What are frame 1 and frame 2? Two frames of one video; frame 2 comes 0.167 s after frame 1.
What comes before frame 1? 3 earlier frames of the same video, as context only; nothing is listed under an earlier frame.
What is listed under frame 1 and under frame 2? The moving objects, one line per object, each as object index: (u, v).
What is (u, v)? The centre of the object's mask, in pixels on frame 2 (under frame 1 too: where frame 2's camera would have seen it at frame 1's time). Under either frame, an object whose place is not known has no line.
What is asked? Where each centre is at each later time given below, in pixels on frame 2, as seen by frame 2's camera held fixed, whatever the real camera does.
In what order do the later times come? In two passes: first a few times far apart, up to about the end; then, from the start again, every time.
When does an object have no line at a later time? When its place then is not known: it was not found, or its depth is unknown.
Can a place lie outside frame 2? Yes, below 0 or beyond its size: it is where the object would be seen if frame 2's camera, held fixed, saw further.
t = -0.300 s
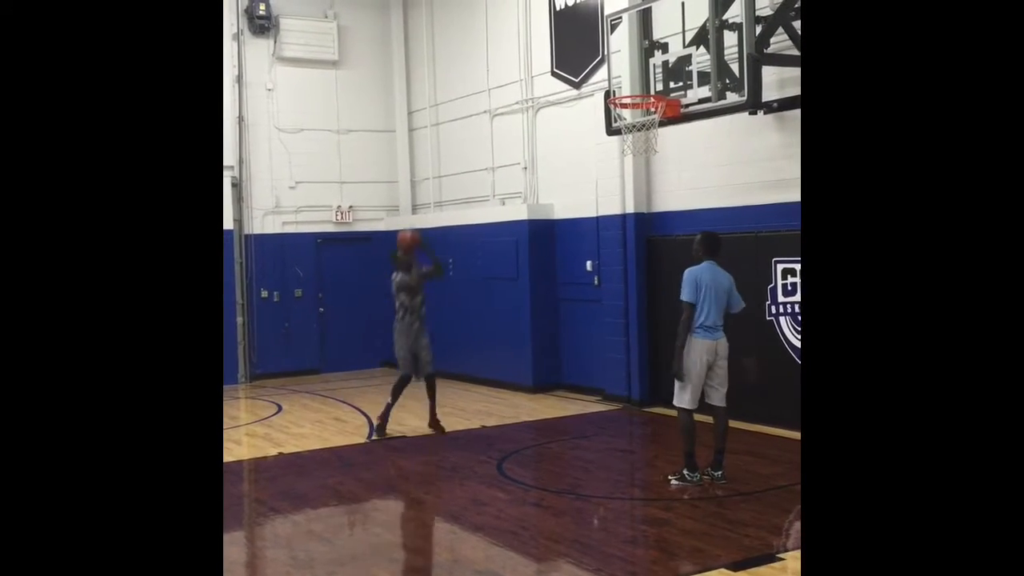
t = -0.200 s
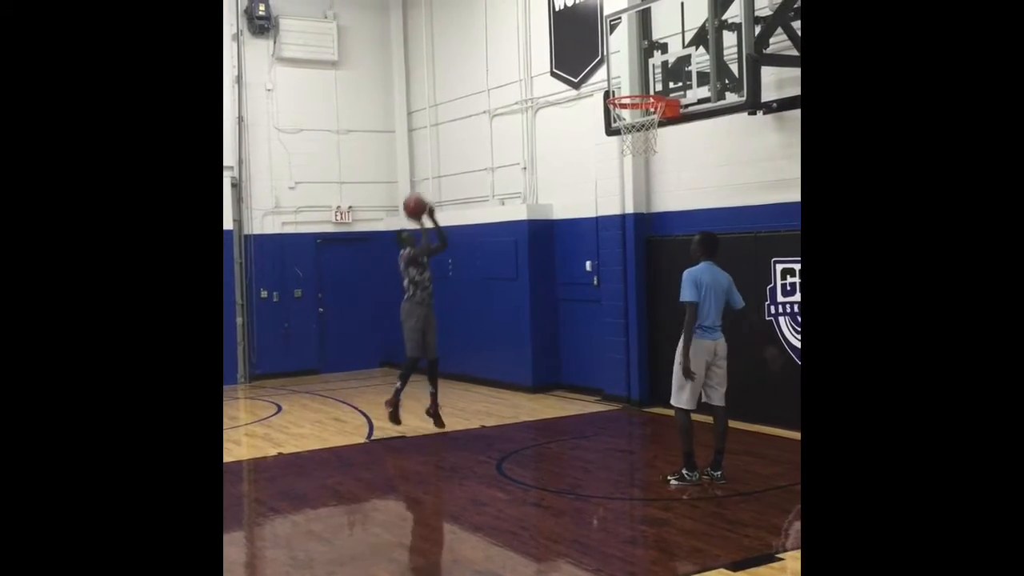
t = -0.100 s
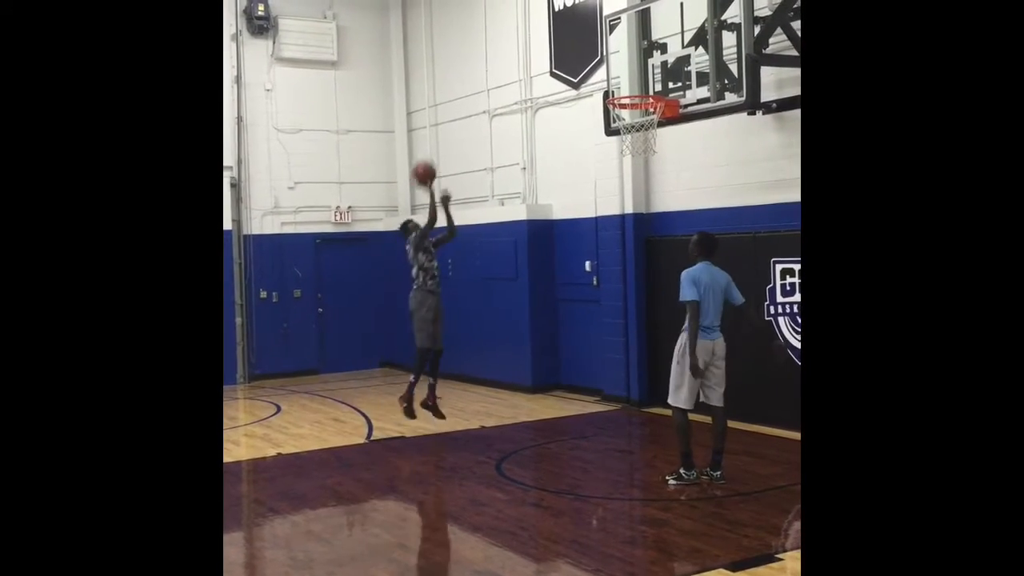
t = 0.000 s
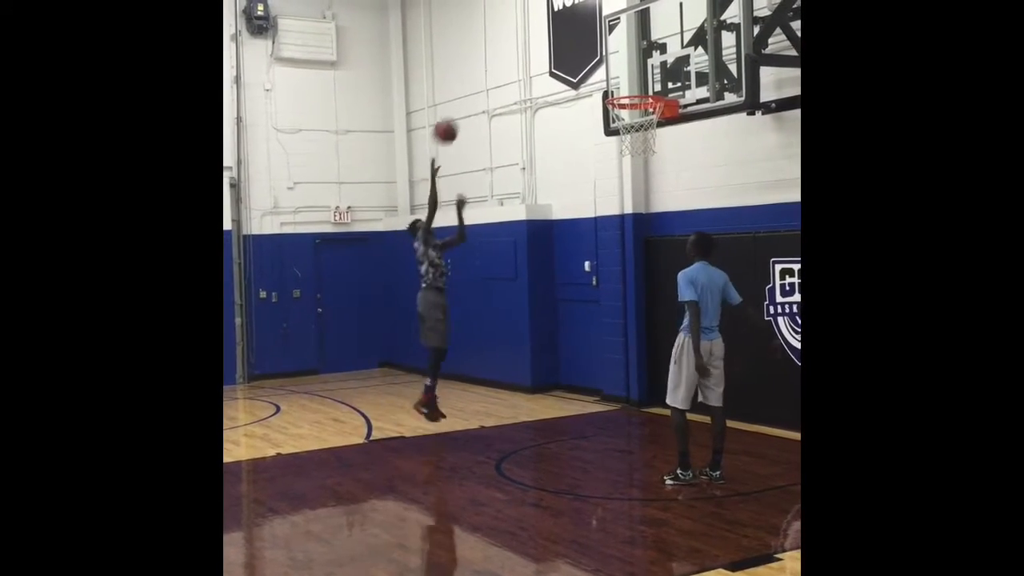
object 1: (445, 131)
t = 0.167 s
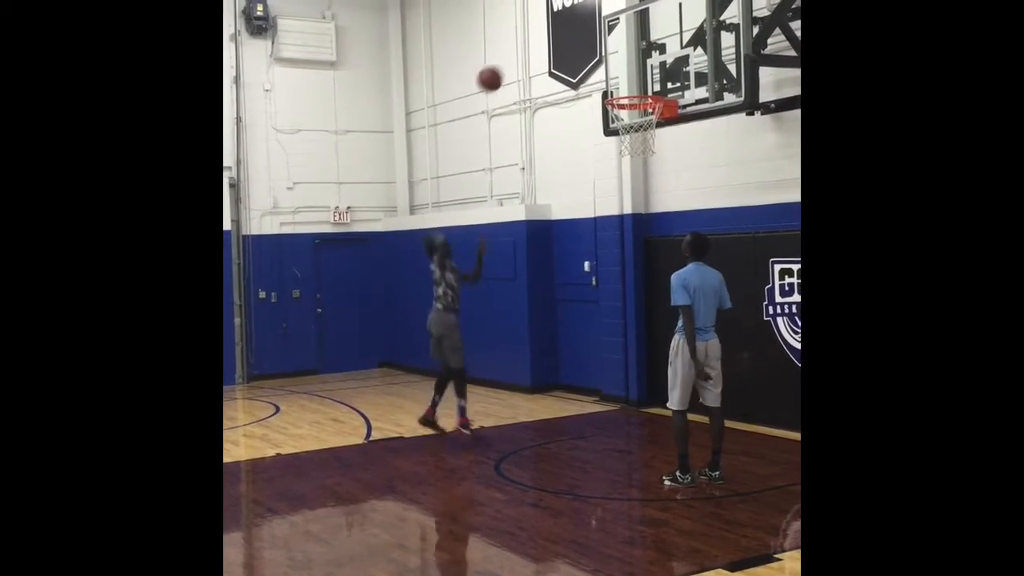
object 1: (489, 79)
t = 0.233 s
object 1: (508, 65)
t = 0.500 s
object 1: (588, 56)
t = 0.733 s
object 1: (628, 89)
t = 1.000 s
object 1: (638, 64)
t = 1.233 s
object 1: (653, 77)
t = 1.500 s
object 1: (629, 84)
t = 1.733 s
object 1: (618, 137)
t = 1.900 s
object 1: (622, 178)
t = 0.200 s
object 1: (499, 71)
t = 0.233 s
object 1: (508, 65)
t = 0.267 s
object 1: (518, 60)
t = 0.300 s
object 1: (528, 56)
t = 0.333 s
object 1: (537, 53)
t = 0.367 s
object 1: (547, 51)
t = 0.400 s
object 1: (557, 51)
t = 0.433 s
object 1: (566, 50)
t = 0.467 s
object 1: (576, 52)
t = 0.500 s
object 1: (588, 56)
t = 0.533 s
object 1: (599, 59)
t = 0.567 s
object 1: (611, 65)
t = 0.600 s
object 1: (623, 72)
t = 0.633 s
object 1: (634, 80)
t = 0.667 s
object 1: (646, 87)
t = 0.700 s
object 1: (640, 88)
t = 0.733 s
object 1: (628, 89)
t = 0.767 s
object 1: (619, 89)
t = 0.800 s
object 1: (622, 84)
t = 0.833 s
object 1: (625, 78)
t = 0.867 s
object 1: (627, 72)
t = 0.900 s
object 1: (629, 68)
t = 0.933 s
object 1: (632, 65)
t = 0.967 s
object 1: (635, 63)
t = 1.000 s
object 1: (638, 64)
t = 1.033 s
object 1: (642, 64)
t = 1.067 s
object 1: (645, 66)
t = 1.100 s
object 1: (649, 69)
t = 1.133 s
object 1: (651, 73)
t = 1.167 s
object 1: (655, 79)
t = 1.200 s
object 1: (655, 81)
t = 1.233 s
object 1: (653, 77)
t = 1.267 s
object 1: (650, 74)
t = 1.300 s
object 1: (647, 72)
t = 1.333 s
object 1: (643, 71)
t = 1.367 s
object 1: (641, 71)
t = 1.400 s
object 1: (638, 73)
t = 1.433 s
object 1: (635, 75)
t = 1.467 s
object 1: (631, 80)
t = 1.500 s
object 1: (629, 84)
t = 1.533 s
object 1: (627, 88)
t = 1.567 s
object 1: (624, 99)
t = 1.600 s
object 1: (623, 110)
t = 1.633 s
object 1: (618, 117)
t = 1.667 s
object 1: (618, 126)
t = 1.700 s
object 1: (617, 131)
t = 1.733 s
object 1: (618, 137)
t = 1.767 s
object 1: (618, 142)
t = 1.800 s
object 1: (619, 150)
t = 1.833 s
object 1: (620, 160)
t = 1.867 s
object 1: (621, 168)
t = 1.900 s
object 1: (622, 178)
